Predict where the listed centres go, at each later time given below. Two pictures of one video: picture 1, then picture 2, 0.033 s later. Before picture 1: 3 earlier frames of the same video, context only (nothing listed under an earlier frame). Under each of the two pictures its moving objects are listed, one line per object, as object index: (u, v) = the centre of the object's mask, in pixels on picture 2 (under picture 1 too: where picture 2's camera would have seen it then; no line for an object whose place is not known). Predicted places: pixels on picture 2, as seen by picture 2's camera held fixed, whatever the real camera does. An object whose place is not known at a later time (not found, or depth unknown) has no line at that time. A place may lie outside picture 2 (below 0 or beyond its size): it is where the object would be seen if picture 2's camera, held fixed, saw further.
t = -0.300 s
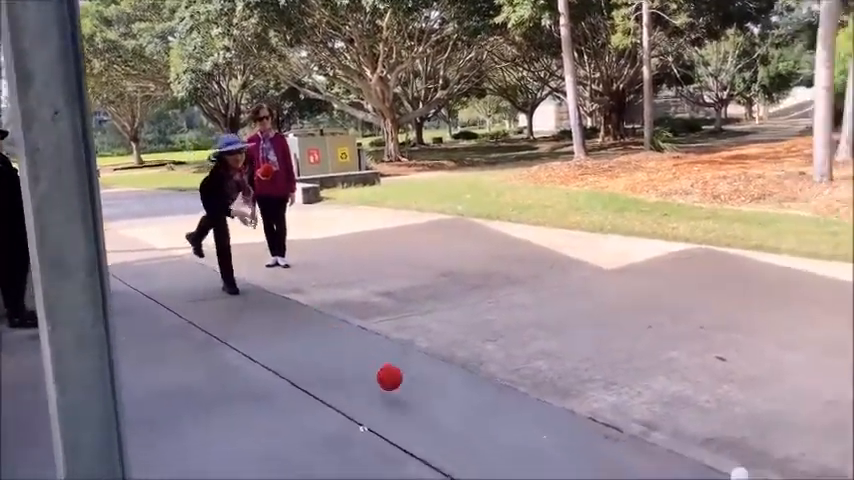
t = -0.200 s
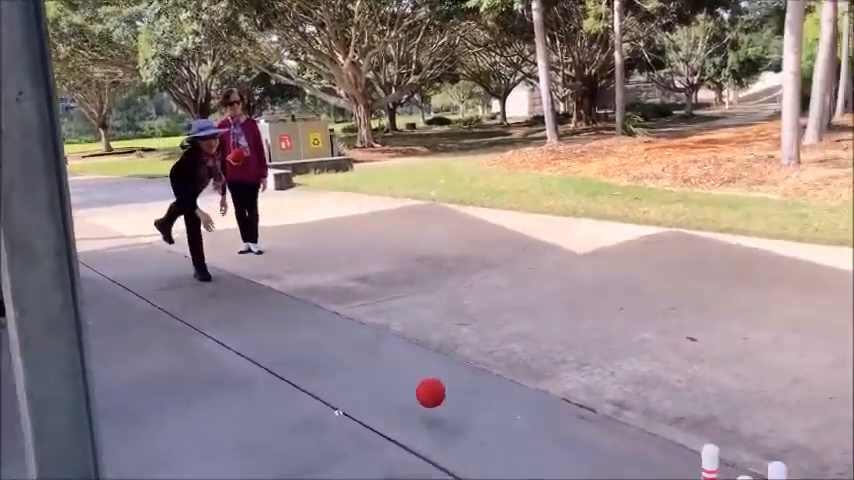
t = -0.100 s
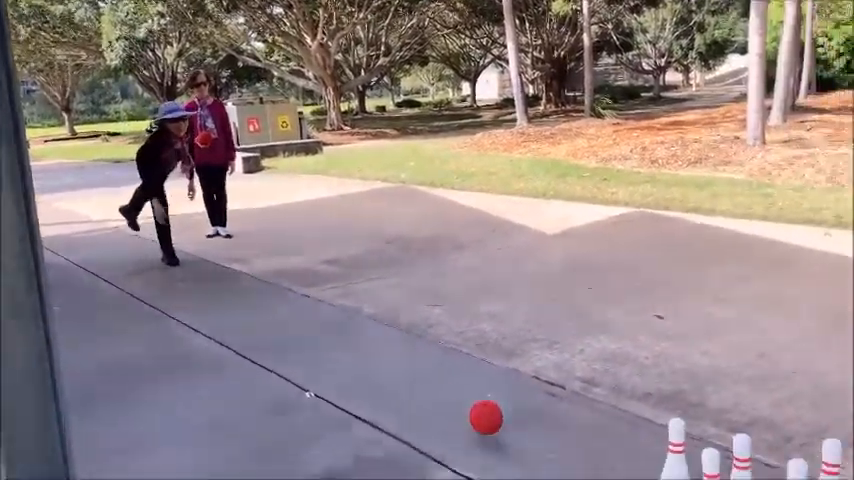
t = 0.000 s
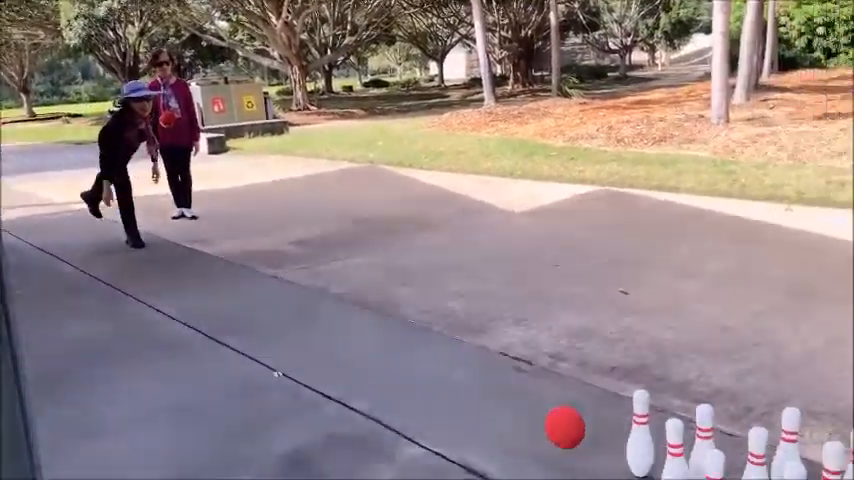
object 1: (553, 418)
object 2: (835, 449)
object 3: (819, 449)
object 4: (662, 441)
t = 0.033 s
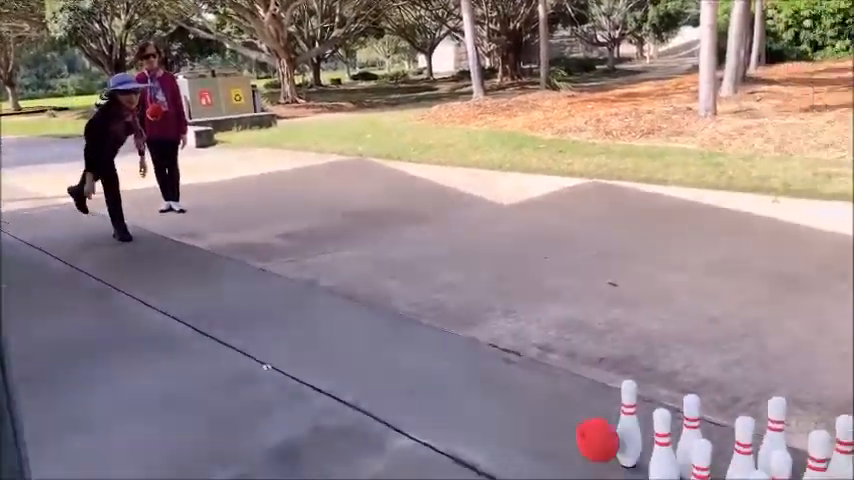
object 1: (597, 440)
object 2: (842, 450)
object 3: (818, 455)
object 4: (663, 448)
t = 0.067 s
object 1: (641, 460)
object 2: (844, 457)
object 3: (817, 463)
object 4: (671, 453)
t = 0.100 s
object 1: (660, 474)
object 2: (844, 461)
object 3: (816, 471)
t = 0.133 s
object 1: (678, 491)
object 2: (844, 463)
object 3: (816, 477)
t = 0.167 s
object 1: (691, 509)
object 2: (848, 462)
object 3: (824, 484)
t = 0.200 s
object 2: (842, 438)
